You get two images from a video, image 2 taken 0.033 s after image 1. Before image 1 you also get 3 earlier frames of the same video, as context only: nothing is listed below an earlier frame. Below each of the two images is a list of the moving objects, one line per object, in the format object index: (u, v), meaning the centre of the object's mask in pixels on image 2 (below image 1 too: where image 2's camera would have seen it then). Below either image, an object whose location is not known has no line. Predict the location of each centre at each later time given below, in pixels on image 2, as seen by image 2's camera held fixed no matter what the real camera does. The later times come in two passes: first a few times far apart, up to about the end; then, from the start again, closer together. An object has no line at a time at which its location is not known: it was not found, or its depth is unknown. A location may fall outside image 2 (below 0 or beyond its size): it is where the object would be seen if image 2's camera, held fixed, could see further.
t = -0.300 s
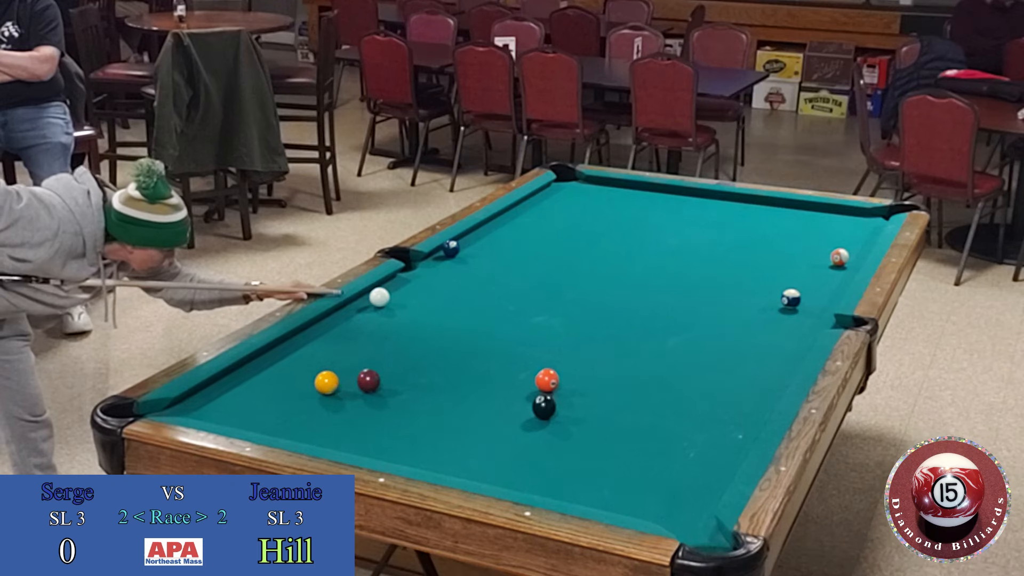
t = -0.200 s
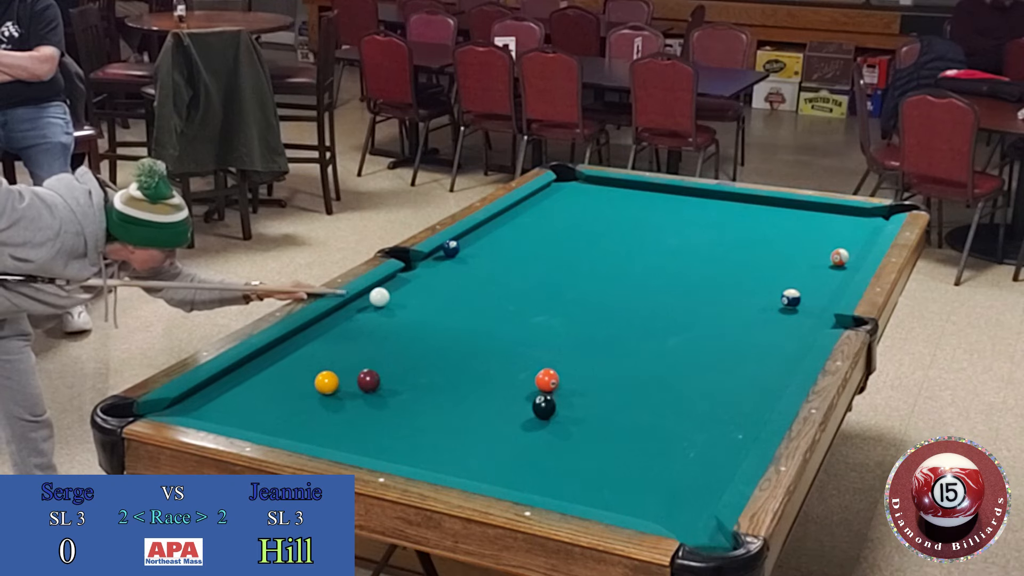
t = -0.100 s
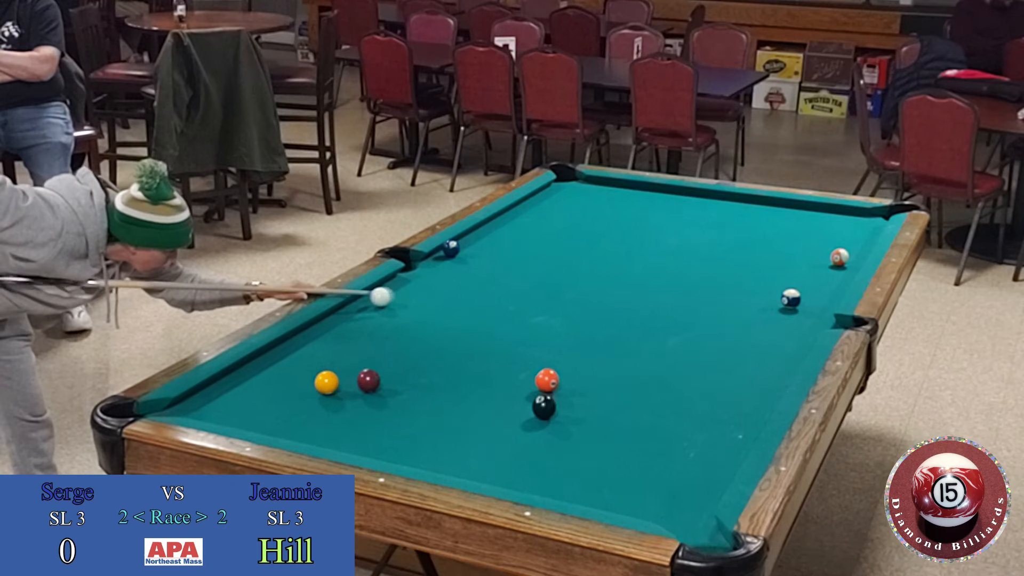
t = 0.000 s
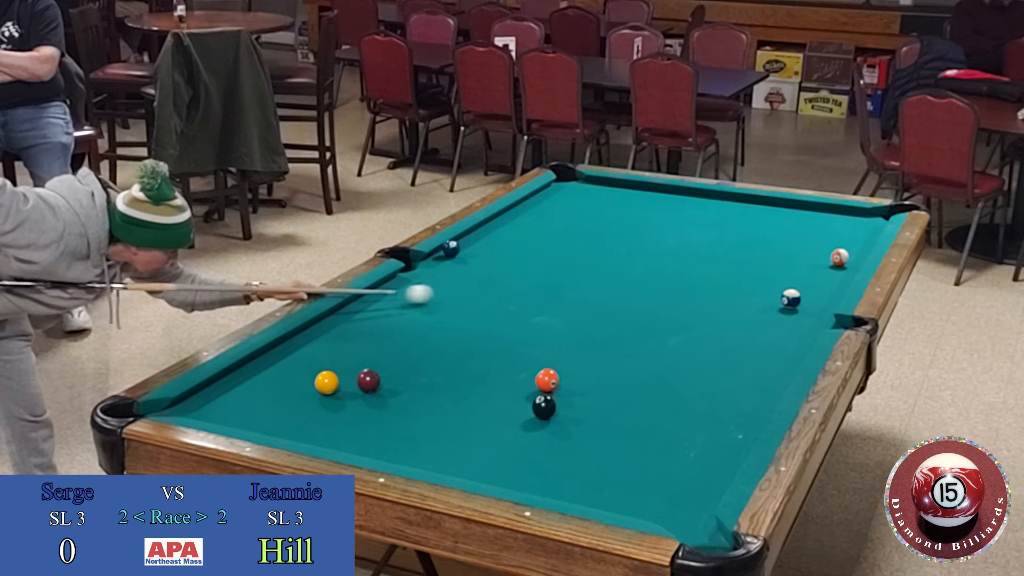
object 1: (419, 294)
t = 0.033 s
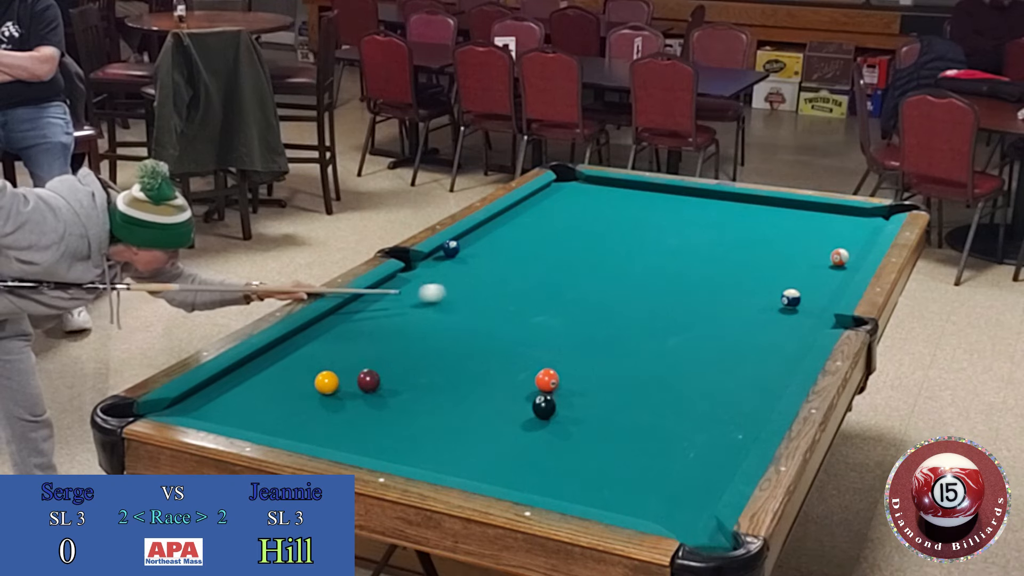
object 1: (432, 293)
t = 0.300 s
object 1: (531, 286)
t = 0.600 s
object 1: (635, 278)
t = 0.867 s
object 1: (722, 272)
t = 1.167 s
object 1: (815, 264)
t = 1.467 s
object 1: (832, 258)
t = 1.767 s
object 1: (795, 251)
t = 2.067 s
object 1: (762, 244)
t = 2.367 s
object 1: (731, 238)
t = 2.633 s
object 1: (707, 232)
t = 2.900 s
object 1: (684, 229)
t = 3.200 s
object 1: (662, 224)
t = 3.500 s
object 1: (641, 220)
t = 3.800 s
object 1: (623, 217)
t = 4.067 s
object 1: (608, 214)
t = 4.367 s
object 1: (594, 212)
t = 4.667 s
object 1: (582, 210)
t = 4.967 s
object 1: (571, 208)
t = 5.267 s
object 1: (563, 207)
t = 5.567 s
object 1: (556, 206)
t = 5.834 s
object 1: (552, 206)
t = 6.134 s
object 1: (549, 205)
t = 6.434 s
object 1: (548, 205)
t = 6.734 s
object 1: (548, 205)
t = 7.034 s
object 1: (548, 205)
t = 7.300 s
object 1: (548, 205)
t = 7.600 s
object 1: (548, 205)
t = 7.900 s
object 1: (548, 205)
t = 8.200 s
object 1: (548, 205)
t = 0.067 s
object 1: (445, 292)
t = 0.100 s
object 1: (457, 291)
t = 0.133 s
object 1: (470, 290)
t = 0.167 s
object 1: (482, 289)
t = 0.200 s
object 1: (494, 288)
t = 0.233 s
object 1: (507, 287)
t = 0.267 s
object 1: (519, 287)
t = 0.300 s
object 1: (531, 286)
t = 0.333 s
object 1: (543, 285)
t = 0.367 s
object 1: (554, 284)
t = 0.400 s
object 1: (566, 283)
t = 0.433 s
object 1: (578, 282)
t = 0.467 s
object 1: (589, 281)
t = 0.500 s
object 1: (601, 281)
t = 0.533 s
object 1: (612, 280)
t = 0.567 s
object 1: (624, 279)
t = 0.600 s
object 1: (635, 278)
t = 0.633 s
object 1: (646, 277)
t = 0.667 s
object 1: (657, 276)
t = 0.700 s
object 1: (668, 276)
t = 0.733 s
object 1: (679, 275)
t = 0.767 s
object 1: (690, 274)
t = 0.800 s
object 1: (701, 273)
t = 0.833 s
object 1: (712, 272)
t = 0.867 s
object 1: (722, 272)
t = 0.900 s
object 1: (733, 271)
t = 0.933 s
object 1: (743, 270)
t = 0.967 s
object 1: (754, 269)
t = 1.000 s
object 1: (764, 268)
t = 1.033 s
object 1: (774, 267)
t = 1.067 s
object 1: (785, 267)
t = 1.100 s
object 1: (795, 266)
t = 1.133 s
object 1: (805, 265)
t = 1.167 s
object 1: (815, 264)
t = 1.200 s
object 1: (825, 264)
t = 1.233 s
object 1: (835, 263)
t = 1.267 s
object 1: (845, 263)
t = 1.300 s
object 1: (853, 263)
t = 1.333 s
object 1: (851, 262)
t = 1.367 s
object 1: (846, 261)
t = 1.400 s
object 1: (841, 261)
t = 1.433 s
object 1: (836, 260)
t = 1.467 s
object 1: (832, 258)
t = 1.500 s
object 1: (828, 257)
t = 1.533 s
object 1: (824, 257)
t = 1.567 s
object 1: (820, 256)
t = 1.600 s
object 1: (816, 255)
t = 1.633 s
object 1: (811, 254)
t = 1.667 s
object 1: (807, 253)
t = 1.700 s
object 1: (803, 252)
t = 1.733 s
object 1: (799, 252)
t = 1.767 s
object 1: (795, 251)
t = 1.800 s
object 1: (791, 250)
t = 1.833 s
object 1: (787, 249)
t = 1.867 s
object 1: (784, 248)
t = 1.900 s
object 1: (780, 248)
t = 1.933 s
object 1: (776, 247)
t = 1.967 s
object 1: (772, 246)
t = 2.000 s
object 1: (769, 245)
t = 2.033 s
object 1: (765, 245)
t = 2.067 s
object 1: (762, 244)
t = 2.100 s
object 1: (758, 243)
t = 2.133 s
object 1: (755, 243)
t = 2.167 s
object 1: (751, 242)
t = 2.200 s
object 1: (748, 241)
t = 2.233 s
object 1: (745, 240)
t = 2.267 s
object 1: (741, 240)
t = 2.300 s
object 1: (738, 239)
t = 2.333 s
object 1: (734, 238)
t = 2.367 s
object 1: (731, 238)
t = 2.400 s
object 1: (728, 237)
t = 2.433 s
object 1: (725, 236)
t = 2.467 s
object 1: (722, 235)
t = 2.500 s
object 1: (719, 235)
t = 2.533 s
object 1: (716, 234)
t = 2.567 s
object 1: (713, 234)
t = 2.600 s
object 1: (710, 233)
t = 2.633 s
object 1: (707, 232)
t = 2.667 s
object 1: (704, 232)
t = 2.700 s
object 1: (701, 232)
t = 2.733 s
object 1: (698, 231)
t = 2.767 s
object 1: (695, 231)
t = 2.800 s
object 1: (692, 230)
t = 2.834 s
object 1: (690, 230)
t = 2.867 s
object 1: (687, 229)
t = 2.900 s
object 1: (684, 229)
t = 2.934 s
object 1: (682, 228)
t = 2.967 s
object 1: (679, 228)
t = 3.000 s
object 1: (677, 227)
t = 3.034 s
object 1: (674, 226)
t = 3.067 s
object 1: (671, 226)
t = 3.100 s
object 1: (669, 226)
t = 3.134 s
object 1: (667, 225)
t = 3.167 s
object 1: (664, 225)
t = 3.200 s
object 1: (662, 224)
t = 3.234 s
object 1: (659, 224)
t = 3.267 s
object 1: (657, 223)
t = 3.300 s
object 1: (654, 223)
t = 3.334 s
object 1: (652, 222)
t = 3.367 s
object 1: (650, 222)
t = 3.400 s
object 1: (648, 222)
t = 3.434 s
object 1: (646, 221)
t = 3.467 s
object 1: (643, 221)
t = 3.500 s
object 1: (641, 220)
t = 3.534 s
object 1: (639, 220)
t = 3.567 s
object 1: (637, 219)
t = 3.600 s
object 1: (635, 219)
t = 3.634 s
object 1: (633, 219)
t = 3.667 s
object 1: (631, 218)
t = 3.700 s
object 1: (629, 218)
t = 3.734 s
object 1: (627, 218)
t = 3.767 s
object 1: (625, 217)
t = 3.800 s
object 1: (623, 217)
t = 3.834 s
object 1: (621, 216)
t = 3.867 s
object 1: (619, 216)
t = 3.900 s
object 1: (617, 216)
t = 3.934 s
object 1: (615, 216)
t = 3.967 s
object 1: (614, 215)
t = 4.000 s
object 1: (612, 215)
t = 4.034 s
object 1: (610, 215)
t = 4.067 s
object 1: (608, 214)
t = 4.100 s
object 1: (607, 214)
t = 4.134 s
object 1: (605, 214)
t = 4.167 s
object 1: (603, 213)
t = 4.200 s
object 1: (602, 213)
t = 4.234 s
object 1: (600, 213)
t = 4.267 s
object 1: (599, 213)
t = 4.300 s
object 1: (597, 212)
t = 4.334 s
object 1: (596, 212)
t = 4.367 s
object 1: (594, 212)
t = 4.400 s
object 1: (593, 212)
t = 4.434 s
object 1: (591, 211)
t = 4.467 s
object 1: (590, 211)
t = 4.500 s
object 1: (588, 211)
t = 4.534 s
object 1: (587, 211)
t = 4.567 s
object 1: (586, 210)
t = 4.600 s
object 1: (584, 210)
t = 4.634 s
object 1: (583, 210)
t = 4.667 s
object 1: (582, 210)
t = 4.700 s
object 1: (581, 209)
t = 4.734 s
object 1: (579, 209)
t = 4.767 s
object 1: (578, 209)
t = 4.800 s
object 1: (577, 209)
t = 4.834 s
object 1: (576, 208)
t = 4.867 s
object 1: (575, 209)
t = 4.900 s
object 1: (574, 208)
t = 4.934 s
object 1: (572, 208)
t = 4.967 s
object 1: (571, 208)
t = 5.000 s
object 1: (570, 208)
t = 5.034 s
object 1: (569, 208)
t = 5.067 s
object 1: (568, 208)
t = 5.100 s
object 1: (567, 207)
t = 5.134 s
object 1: (566, 207)
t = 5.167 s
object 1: (565, 207)
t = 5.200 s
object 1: (565, 207)
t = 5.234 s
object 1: (563, 207)
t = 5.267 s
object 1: (563, 207)
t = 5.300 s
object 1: (562, 207)
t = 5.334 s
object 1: (561, 207)
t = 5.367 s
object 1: (560, 207)
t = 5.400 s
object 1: (560, 206)
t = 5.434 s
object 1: (559, 206)
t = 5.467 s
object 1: (558, 206)
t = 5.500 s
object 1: (557, 206)
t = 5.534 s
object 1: (557, 206)
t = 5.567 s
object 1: (556, 206)
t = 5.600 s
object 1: (556, 206)
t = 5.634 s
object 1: (555, 206)
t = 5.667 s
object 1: (554, 206)
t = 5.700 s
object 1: (554, 206)
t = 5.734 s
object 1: (553, 206)
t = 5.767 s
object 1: (553, 206)
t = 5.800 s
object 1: (552, 206)
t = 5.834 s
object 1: (552, 206)
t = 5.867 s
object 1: (552, 206)
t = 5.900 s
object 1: (551, 206)
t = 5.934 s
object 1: (551, 206)
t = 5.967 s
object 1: (551, 205)
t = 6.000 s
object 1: (550, 205)
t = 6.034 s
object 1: (550, 205)
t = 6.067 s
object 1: (549, 205)
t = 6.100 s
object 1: (549, 205)
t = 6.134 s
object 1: (549, 205)
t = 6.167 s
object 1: (549, 205)
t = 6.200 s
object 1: (549, 205)
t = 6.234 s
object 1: (549, 205)
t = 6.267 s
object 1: (548, 205)
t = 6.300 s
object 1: (548, 205)
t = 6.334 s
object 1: (548, 205)
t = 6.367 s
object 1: (548, 205)
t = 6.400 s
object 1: (548, 205)
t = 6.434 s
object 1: (548, 205)
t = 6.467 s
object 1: (548, 205)
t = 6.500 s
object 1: (548, 205)
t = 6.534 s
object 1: (548, 205)
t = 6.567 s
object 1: (548, 205)
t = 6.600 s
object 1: (548, 205)
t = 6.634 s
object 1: (548, 205)
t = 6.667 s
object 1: (548, 205)
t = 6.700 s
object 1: (548, 205)
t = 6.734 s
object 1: (548, 205)
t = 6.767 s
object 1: (548, 205)
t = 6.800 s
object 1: (548, 205)
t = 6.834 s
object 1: (548, 205)
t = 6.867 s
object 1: (548, 205)
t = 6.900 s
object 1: (548, 205)
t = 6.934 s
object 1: (548, 205)
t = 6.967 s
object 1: (548, 205)
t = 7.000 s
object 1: (548, 205)
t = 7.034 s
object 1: (548, 205)
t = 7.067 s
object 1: (548, 205)
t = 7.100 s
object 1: (548, 205)
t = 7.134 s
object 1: (548, 205)
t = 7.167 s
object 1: (548, 205)
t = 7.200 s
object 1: (548, 205)
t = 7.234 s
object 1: (548, 205)
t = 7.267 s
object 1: (548, 205)
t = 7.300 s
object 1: (548, 205)
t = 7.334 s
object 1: (548, 205)
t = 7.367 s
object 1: (548, 205)
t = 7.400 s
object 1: (548, 205)
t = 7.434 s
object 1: (548, 205)
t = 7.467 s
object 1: (548, 205)
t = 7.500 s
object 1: (548, 205)
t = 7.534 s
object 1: (548, 205)
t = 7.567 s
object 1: (548, 205)
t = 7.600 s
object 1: (548, 205)
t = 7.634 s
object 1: (548, 205)
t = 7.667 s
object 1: (548, 205)
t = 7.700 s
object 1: (548, 205)
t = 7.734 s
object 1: (548, 206)
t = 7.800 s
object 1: (548, 205)
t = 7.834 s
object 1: (548, 205)
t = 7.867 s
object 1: (548, 205)
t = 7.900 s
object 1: (548, 205)
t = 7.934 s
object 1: (548, 205)
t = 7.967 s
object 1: (548, 205)
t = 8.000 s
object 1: (548, 205)
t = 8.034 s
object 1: (548, 205)
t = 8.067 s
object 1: (548, 205)
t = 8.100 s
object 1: (548, 205)
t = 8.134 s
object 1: (548, 205)
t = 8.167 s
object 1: (548, 205)
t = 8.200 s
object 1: (548, 205)
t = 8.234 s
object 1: (548, 205)
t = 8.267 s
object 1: (548, 205)
